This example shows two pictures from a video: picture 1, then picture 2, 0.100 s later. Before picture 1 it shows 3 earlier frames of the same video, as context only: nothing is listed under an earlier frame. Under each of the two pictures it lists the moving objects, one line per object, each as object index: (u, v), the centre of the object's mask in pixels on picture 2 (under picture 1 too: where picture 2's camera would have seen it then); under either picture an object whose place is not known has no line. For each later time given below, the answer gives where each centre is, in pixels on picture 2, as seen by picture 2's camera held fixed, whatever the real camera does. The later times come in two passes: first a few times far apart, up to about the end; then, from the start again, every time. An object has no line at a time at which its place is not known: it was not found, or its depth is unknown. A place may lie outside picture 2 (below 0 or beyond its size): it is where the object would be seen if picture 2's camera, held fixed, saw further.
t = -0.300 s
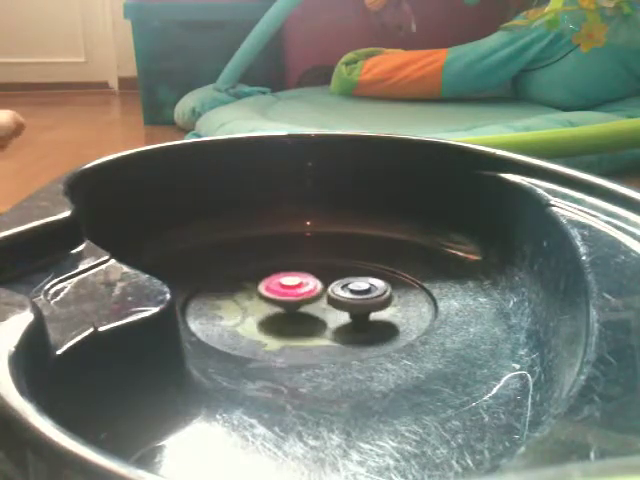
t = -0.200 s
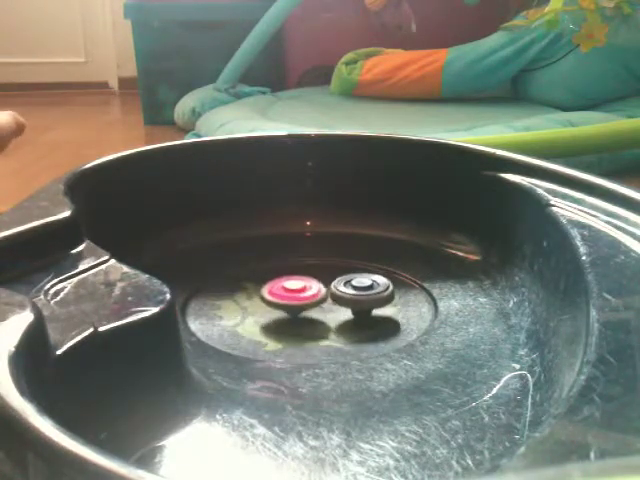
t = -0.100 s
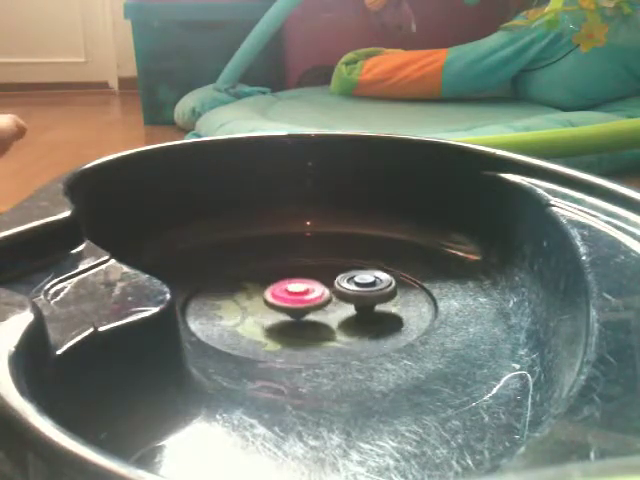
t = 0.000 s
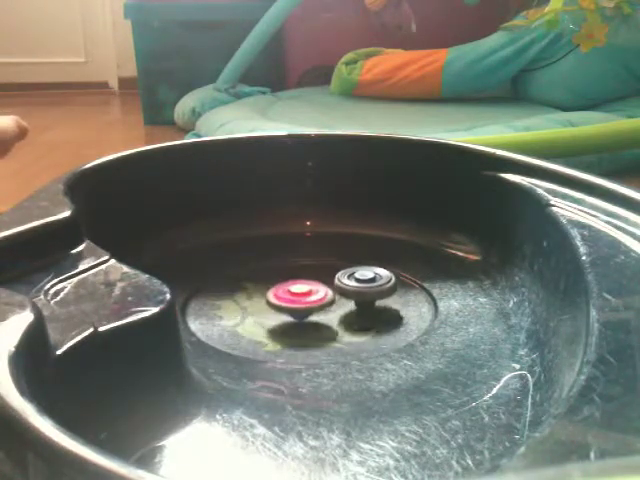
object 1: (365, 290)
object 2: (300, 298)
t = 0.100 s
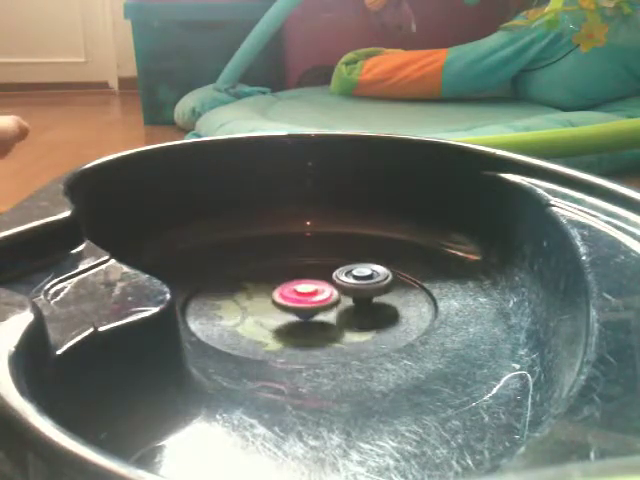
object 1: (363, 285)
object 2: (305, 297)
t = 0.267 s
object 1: (360, 279)
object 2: (301, 298)
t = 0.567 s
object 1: (342, 274)
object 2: (295, 295)
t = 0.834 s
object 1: (329, 274)
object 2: (279, 298)
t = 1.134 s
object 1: (317, 273)
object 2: (279, 305)
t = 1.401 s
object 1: (304, 273)
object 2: (307, 307)
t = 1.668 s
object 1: (292, 275)
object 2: (324, 303)
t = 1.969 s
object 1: (277, 286)
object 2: (325, 297)
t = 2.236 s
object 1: (269, 289)
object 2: (321, 296)
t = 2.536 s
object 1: (248, 287)
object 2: (358, 303)
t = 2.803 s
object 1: (250, 291)
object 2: (347, 292)
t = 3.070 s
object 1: (255, 295)
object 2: (317, 297)
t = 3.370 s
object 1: (272, 301)
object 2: (335, 303)
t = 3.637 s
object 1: (268, 302)
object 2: (368, 294)
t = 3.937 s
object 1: (255, 308)
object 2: (345, 282)
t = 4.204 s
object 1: (259, 311)
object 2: (320, 283)
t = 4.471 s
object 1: (263, 305)
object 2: (324, 287)
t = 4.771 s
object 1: (277, 306)
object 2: (332, 288)
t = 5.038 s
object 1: (288, 308)
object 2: (339, 282)
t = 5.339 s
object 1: (292, 312)
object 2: (328, 270)
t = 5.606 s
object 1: (304, 326)
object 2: (307, 262)
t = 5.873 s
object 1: (315, 322)
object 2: (297, 277)
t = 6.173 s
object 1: (346, 319)
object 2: (295, 276)
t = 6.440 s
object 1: (361, 317)
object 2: (293, 280)
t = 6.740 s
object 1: (370, 309)
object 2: (312, 278)
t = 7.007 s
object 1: (369, 302)
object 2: (292, 268)
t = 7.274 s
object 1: (351, 292)
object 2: (286, 281)
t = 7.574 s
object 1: (349, 286)
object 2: (270, 292)
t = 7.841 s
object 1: (353, 274)
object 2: (279, 301)
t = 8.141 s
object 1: (345, 263)
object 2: (299, 306)
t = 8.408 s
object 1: (335, 264)
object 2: (314, 295)
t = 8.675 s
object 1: (325, 265)
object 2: (302, 295)
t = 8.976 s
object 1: (307, 269)
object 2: (298, 301)
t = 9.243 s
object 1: (299, 273)
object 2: (291, 315)
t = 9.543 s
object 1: (288, 277)
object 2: (296, 317)
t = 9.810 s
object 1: (277, 280)
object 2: (311, 306)
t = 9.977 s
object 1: (272, 283)
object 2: (328, 306)
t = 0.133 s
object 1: (363, 283)
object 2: (305, 297)
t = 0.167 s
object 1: (363, 282)
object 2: (303, 297)
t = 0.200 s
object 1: (362, 281)
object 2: (303, 298)
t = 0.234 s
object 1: (361, 280)
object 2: (302, 298)
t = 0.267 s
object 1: (360, 279)
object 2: (301, 298)
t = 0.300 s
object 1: (358, 278)
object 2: (301, 298)
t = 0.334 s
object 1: (357, 278)
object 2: (300, 298)
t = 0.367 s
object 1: (355, 278)
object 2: (299, 297)
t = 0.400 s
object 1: (353, 277)
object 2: (298, 297)
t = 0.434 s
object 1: (350, 277)
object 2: (297, 297)
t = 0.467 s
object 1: (349, 276)
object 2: (297, 296)
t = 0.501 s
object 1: (347, 275)
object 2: (295, 296)
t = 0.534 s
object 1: (344, 275)
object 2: (295, 295)
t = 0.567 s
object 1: (342, 274)
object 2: (295, 295)
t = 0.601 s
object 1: (341, 274)
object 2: (297, 294)
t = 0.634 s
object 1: (339, 271)
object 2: (294, 295)
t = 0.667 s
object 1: (339, 273)
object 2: (291, 296)
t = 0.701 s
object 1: (337, 274)
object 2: (286, 296)
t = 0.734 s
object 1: (335, 274)
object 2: (284, 297)
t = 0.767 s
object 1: (333, 274)
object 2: (282, 297)
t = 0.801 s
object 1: (331, 274)
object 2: (280, 297)
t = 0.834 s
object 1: (329, 274)
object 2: (279, 298)
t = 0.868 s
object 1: (327, 274)
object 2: (279, 298)
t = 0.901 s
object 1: (325, 275)
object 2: (278, 298)
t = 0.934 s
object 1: (323, 275)
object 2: (279, 299)
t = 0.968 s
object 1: (321, 274)
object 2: (282, 299)
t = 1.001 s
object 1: (319, 273)
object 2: (281, 299)
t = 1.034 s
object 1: (317, 272)
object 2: (286, 299)
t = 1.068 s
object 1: (318, 273)
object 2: (280, 301)
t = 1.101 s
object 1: (318, 273)
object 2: (279, 303)
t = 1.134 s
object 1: (317, 273)
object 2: (279, 305)
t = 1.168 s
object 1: (315, 273)
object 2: (280, 306)
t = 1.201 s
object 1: (313, 272)
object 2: (283, 307)
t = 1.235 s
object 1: (312, 272)
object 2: (289, 308)
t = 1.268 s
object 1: (310, 272)
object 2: (290, 308)
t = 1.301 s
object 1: (309, 272)
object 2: (294, 308)
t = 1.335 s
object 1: (307, 273)
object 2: (298, 308)
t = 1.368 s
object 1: (306, 273)
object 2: (301, 307)
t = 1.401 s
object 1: (304, 273)
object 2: (307, 307)
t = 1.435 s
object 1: (302, 273)
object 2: (310, 307)
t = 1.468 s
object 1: (301, 272)
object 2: (310, 306)
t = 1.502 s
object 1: (299, 271)
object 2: (312, 304)
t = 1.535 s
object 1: (298, 270)
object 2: (316, 304)
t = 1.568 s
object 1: (297, 271)
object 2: (319, 305)
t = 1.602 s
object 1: (295, 272)
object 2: (320, 304)
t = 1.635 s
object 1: (294, 273)
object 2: (324, 304)
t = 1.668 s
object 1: (292, 275)
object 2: (324, 303)
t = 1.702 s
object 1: (290, 276)
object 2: (325, 302)
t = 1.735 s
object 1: (289, 276)
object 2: (325, 301)
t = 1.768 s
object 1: (288, 277)
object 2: (325, 300)
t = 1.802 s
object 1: (286, 278)
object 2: (324, 299)
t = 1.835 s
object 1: (285, 278)
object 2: (325, 298)
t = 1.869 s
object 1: (282, 288)
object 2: (322, 297)
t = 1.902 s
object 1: (282, 277)
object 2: (324, 297)
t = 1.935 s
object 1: (281, 276)
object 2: (325, 297)
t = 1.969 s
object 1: (277, 286)
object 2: (325, 297)
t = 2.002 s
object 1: (275, 286)
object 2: (326, 297)
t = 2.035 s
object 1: (275, 279)
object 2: (324, 297)
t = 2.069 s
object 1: (274, 288)
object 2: (325, 297)
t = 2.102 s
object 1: (273, 287)
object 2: (324, 296)
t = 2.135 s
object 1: (271, 287)
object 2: (323, 296)
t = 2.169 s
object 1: (270, 287)
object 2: (322, 296)
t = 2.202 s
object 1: (269, 288)
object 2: (321, 296)
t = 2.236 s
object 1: (269, 289)
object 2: (321, 296)
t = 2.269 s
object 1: (268, 290)
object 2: (319, 295)
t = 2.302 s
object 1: (267, 289)
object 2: (318, 296)
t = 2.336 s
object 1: (259, 286)
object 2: (324, 298)
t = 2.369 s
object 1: (254, 285)
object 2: (328, 301)
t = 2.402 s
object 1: (252, 286)
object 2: (336, 302)
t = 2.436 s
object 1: (251, 286)
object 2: (341, 303)
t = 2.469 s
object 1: (249, 286)
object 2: (347, 304)
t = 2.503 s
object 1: (248, 287)
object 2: (352, 304)
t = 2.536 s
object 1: (248, 287)
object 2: (358, 303)
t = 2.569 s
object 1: (247, 287)
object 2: (361, 302)
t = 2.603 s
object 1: (247, 288)
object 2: (365, 300)
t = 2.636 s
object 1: (247, 289)
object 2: (366, 299)
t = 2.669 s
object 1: (247, 289)
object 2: (366, 297)
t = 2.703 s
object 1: (248, 289)
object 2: (364, 296)
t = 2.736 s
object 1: (248, 290)
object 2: (360, 294)
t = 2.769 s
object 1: (249, 290)
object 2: (354, 292)
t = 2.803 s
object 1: (250, 291)
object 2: (347, 292)
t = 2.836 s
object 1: (250, 291)
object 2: (340, 291)
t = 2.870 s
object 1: (252, 292)
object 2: (334, 291)
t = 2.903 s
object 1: (253, 292)
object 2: (326, 291)
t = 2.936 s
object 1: (255, 293)
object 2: (321, 291)
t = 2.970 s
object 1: (255, 293)
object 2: (318, 292)
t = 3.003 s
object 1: (253, 294)
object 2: (318, 294)
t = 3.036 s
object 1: (254, 294)
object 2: (317, 296)
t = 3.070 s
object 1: (255, 295)
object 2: (317, 297)
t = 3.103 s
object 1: (256, 296)
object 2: (317, 298)
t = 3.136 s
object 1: (258, 297)
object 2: (318, 300)
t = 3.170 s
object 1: (260, 298)
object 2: (320, 301)
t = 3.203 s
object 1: (261, 298)
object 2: (323, 302)
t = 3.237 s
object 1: (263, 299)
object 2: (326, 303)
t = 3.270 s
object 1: (266, 299)
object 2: (329, 304)
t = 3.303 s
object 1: (268, 299)
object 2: (333, 304)
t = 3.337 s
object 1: (270, 300)
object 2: (335, 303)
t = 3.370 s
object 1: (272, 301)
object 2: (335, 303)
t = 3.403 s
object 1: (272, 301)
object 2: (338, 302)
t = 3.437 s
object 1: (268, 300)
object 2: (348, 303)
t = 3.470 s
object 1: (265, 300)
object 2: (357, 302)
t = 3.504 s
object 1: (265, 301)
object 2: (360, 301)
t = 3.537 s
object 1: (266, 301)
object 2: (366, 299)
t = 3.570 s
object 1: (267, 302)
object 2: (369, 298)
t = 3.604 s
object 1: (267, 302)
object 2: (370, 296)
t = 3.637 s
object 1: (268, 302)
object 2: (368, 294)
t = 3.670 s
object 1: (269, 302)
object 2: (367, 292)
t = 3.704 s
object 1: (270, 301)
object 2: (363, 289)
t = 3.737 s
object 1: (272, 301)
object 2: (358, 288)
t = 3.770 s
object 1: (272, 302)
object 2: (350, 287)
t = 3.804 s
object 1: (275, 296)
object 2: (345, 286)
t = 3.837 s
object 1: (275, 295)
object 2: (339, 285)
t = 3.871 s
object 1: (265, 306)
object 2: (343, 284)
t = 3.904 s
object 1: (257, 307)
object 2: (344, 283)
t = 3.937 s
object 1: (255, 308)
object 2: (345, 282)
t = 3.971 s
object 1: (254, 309)
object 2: (343, 281)
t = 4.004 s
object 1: (254, 310)
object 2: (341, 281)
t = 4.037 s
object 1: (255, 309)
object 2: (338, 280)
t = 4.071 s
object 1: (255, 309)
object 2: (335, 280)
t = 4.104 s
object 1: (256, 311)
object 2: (332, 280)
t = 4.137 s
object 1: (257, 311)
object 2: (327, 281)
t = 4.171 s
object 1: (258, 311)
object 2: (324, 282)
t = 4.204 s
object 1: (259, 311)
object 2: (320, 283)
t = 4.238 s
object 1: (260, 312)
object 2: (315, 284)
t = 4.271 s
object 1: (258, 312)
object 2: (315, 285)
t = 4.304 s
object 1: (256, 314)
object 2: (318, 286)
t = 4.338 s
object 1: (257, 314)
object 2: (320, 286)
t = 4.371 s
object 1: (258, 314)
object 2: (321, 287)
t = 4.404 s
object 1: (259, 315)
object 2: (322, 287)
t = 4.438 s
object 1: (260, 315)
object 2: (323, 287)
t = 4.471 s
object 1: (263, 305)
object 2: (324, 287)
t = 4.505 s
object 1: (265, 305)
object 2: (325, 287)
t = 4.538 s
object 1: (266, 305)
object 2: (326, 288)
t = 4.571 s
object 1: (268, 305)
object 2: (327, 288)
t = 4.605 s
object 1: (270, 306)
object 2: (328, 288)
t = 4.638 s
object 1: (271, 306)
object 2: (328, 288)
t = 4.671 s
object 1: (273, 306)
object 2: (329, 288)
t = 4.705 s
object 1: (276, 306)
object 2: (329, 289)
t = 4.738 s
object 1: (277, 306)
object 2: (330, 288)
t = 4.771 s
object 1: (277, 306)
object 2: (332, 288)
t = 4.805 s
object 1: (279, 306)
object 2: (334, 288)
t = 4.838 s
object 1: (280, 306)
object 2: (335, 288)
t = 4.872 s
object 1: (282, 316)
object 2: (336, 287)
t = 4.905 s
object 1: (284, 316)
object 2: (336, 286)
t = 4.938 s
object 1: (286, 308)
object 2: (338, 286)
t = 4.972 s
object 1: (288, 306)
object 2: (337, 285)
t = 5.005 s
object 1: (288, 307)
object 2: (338, 284)
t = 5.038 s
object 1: (288, 308)
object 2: (339, 282)
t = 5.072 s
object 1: (289, 315)
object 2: (339, 281)
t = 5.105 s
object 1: (291, 315)
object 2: (338, 279)
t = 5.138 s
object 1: (292, 314)
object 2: (336, 278)
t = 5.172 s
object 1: (294, 314)
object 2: (334, 277)
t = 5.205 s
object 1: (296, 314)
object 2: (332, 277)
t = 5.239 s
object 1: (299, 315)
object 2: (328, 276)
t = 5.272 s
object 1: (299, 305)
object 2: (325, 275)
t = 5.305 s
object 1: (295, 307)
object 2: (326, 273)
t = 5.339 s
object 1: (292, 312)
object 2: (328, 270)
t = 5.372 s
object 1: (291, 313)
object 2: (325, 266)
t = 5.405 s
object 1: (291, 314)
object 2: (326, 265)
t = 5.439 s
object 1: (294, 315)
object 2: (324, 263)
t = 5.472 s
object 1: (295, 316)
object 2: (322, 263)
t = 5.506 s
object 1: (297, 317)
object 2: (319, 263)
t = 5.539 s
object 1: (299, 317)
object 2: (315, 263)
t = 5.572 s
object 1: (301, 317)
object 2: (311, 263)
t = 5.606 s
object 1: (304, 326)
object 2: (307, 262)
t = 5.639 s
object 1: (305, 318)
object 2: (303, 262)
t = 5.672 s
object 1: (307, 317)
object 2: (301, 265)
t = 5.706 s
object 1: (308, 316)
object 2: (299, 267)
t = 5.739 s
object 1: (310, 325)
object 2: (297, 268)
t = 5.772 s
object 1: (312, 325)
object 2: (296, 271)
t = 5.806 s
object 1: (313, 324)
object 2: (296, 273)
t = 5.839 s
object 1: (315, 323)
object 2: (296, 275)
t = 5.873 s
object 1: (315, 322)
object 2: (297, 277)
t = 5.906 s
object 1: (318, 314)
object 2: (297, 279)
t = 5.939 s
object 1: (319, 313)
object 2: (298, 281)
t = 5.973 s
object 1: (321, 313)
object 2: (298, 281)
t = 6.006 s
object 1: (326, 315)
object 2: (298, 280)
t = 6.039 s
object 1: (331, 318)
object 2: (298, 279)
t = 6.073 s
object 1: (335, 321)
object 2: (297, 278)
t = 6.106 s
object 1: (339, 321)
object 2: (296, 277)
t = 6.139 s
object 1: (342, 321)
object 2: (296, 277)
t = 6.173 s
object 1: (346, 319)
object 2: (295, 276)
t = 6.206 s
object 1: (349, 319)
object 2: (294, 276)
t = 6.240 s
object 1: (351, 319)
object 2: (293, 276)
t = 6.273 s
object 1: (353, 318)
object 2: (293, 276)
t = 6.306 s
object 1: (355, 318)
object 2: (292, 277)
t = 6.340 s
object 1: (357, 318)
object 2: (291, 277)
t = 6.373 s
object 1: (358, 318)
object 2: (291, 278)
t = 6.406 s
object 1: (360, 318)
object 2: (292, 279)
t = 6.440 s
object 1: (361, 317)
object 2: (293, 280)
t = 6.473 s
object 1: (362, 315)
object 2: (296, 282)
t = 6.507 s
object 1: (363, 312)
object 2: (299, 283)
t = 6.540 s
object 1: (364, 311)
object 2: (302, 284)
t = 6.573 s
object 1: (363, 310)
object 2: (305, 285)
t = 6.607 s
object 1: (363, 308)
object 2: (309, 286)
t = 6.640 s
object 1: (362, 307)
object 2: (312, 286)
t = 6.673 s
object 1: (363, 307)
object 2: (315, 285)
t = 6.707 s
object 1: (368, 309)
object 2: (314, 282)
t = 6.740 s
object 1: (370, 309)
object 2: (312, 278)
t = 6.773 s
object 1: (370, 308)
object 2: (311, 277)
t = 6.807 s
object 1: (371, 308)
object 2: (310, 275)
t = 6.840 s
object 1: (371, 307)
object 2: (308, 274)
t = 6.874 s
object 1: (371, 307)
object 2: (304, 271)
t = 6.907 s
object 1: (371, 306)
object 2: (302, 270)
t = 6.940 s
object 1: (370, 305)
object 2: (299, 269)
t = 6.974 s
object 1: (369, 303)
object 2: (295, 268)
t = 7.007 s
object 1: (369, 302)
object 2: (292, 268)
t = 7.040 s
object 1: (367, 301)
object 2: (289, 270)
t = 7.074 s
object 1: (366, 300)
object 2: (286, 270)
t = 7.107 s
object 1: (364, 298)
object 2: (284, 273)
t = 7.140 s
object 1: (361, 297)
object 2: (283, 273)
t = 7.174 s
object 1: (359, 296)
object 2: (283, 275)
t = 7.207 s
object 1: (356, 295)
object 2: (283, 277)
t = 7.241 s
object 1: (353, 294)
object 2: (285, 279)
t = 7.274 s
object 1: (351, 292)
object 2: (286, 281)
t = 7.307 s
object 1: (350, 291)
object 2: (286, 282)
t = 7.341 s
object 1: (350, 291)
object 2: (285, 283)
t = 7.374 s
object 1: (353, 290)
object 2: (280, 283)
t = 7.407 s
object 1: (353, 290)
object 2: (276, 284)
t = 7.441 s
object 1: (353, 289)
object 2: (273, 286)
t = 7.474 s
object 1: (352, 288)
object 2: (270, 287)
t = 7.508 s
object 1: (351, 287)
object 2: (269, 289)
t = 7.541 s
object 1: (350, 286)
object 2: (269, 290)
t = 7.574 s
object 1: (349, 286)
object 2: (270, 292)
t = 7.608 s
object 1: (348, 285)
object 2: (273, 293)
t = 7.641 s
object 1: (347, 284)
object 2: (275, 294)
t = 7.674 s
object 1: (345, 283)
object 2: (279, 295)
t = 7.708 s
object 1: (344, 282)
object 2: (283, 296)
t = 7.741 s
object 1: (342, 281)
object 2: (288, 296)
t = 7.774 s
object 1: (344, 278)
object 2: (287, 297)
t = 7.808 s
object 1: (349, 276)
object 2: (282, 299)
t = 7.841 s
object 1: (353, 274)
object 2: (279, 301)
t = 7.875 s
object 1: (353, 269)
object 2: (279, 302)
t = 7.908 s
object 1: (352, 271)
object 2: (279, 304)
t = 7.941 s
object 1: (351, 271)
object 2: (280, 305)
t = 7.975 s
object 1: (351, 270)
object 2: (282, 306)
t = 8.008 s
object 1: (349, 265)
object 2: (284, 307)
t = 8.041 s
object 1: (348, 268)
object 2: (288, 307)
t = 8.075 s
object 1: (347, 263)
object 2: (292, 308)
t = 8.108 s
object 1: (346, 263)
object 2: (295, 307)
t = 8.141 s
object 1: (345, 263)
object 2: (299, 306)
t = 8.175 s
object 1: (344, 263)
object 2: (302, 305)
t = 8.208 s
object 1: (343, 263)
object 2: (305, 304)
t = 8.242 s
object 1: (342, 263)
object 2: (307, 302)
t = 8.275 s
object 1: (341, 263)
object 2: (309, 301)
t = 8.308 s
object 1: (339, 264)
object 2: (310, 299)
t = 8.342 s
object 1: (337, 264)
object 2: (311, 297)
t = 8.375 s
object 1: (336, 264)
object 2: (312, 296)
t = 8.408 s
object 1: (335, 264)
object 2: (314, 295)
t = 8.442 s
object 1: (334, 264)
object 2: (315, 294)
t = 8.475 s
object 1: (333, 264)
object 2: (314, 294)
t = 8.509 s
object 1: (332, 264)
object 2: (313, 293)
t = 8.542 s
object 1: (331, 263)
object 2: (310, 293)
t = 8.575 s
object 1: (330, 264)
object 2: (308, 294)
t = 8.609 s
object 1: (328, 264)
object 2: (306, 294)
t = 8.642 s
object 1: (327, 265)
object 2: (304, 294)
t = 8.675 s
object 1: (325, 265)
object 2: (302, 295)
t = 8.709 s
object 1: (323, 266)
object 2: (300, 295)
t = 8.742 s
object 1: (322, 266)
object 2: (300, 296)
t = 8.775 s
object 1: (320, 266)
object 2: (298, 296)
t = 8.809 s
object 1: (318, 267)
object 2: (298, 297)
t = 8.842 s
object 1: (316, 267)
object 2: (295, 298)
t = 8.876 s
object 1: (314, 268)
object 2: (295, 299)
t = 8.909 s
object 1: (312, 268)
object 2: (296, 300)
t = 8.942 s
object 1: (310, 269)
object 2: (296, 300)
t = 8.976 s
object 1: (307, 269)
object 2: (298, 301)
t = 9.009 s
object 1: (306, 269)
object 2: (298, 303)
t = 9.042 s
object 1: (306, 268)
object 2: (296, 306)
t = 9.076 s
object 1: (306, 267)
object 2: (295, 308)
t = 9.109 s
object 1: (304, 268)
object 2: (294, 310)
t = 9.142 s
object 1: (303, 271)
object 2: (294, 311)
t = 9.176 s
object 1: (301, 269)
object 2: (293, 312)
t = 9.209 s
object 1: (300, 272)
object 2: (292, 313)
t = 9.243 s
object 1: (299, 273)
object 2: (291, 315)
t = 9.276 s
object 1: (297, 274)
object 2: (290, 316)
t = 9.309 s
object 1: (296, 275)
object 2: (290, 317)
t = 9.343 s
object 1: (295, 275)
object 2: (290, 318)
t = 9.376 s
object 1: (294, 276)
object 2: (291, 319)
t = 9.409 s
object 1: (293, 276)
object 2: (291, 319)
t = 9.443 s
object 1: (292, 277)
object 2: (292, 319)
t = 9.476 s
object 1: (290, 277)
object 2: (295, 318)
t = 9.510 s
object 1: (289, 277)
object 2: (296, 318)
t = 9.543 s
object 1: (288, 277)
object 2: (296, 317)
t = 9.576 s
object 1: (286, 278)
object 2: (296, 316)
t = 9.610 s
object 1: (285, 278)
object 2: (296, 315)
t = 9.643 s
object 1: (283, 278)
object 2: (296, 314)
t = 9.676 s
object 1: (281, 278)
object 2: (302, 311)
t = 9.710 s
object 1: (281, 279)
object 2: (303, 308)
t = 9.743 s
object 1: (279, 279)
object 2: (304, 309)
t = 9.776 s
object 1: (279, 279)
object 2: (308, 306)
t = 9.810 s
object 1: (277, 280)
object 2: (311, 306)
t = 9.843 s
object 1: (276, 280)
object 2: (314, 305)
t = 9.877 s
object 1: (275, 281)
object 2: (318, 305)
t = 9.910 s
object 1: (274, 282)
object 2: (321, 306)
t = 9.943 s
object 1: (273, 283)
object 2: (325, 306)
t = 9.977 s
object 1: (272, 283)
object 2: (328, 306)
